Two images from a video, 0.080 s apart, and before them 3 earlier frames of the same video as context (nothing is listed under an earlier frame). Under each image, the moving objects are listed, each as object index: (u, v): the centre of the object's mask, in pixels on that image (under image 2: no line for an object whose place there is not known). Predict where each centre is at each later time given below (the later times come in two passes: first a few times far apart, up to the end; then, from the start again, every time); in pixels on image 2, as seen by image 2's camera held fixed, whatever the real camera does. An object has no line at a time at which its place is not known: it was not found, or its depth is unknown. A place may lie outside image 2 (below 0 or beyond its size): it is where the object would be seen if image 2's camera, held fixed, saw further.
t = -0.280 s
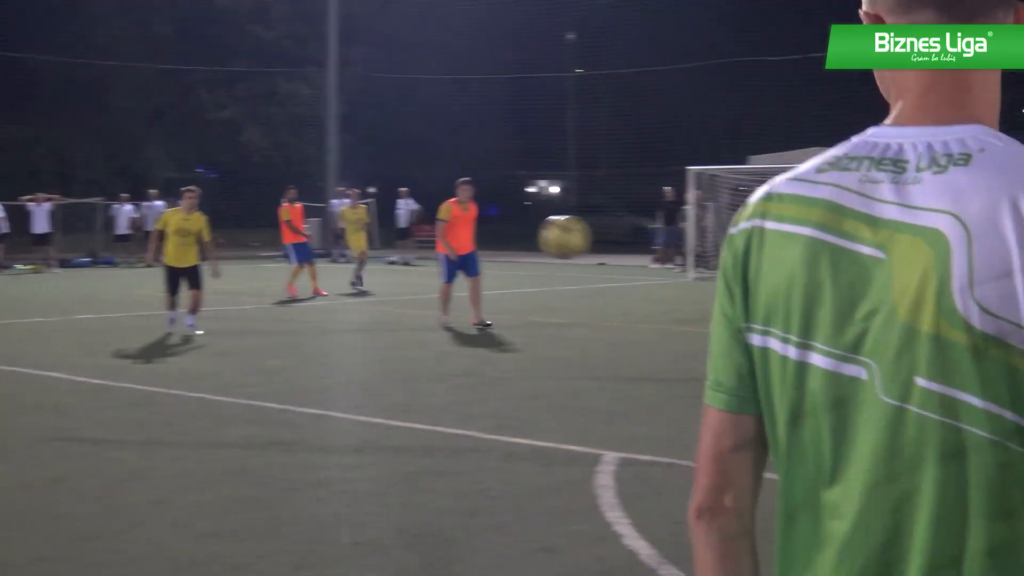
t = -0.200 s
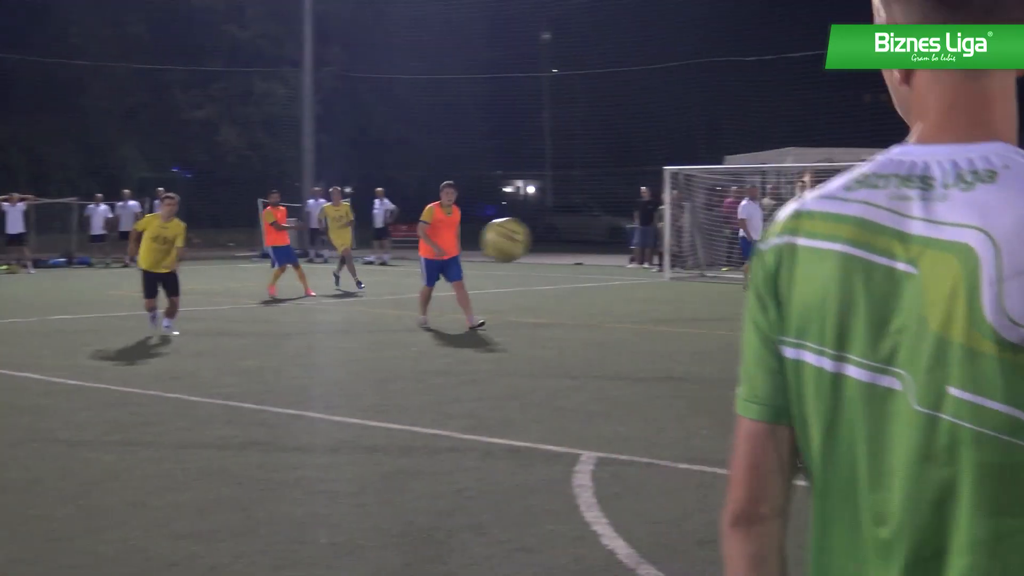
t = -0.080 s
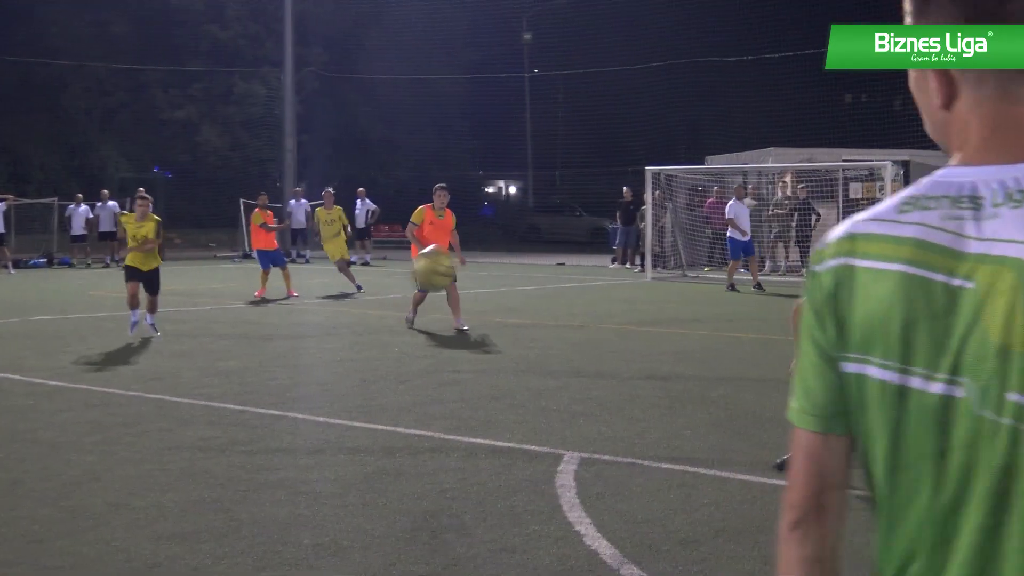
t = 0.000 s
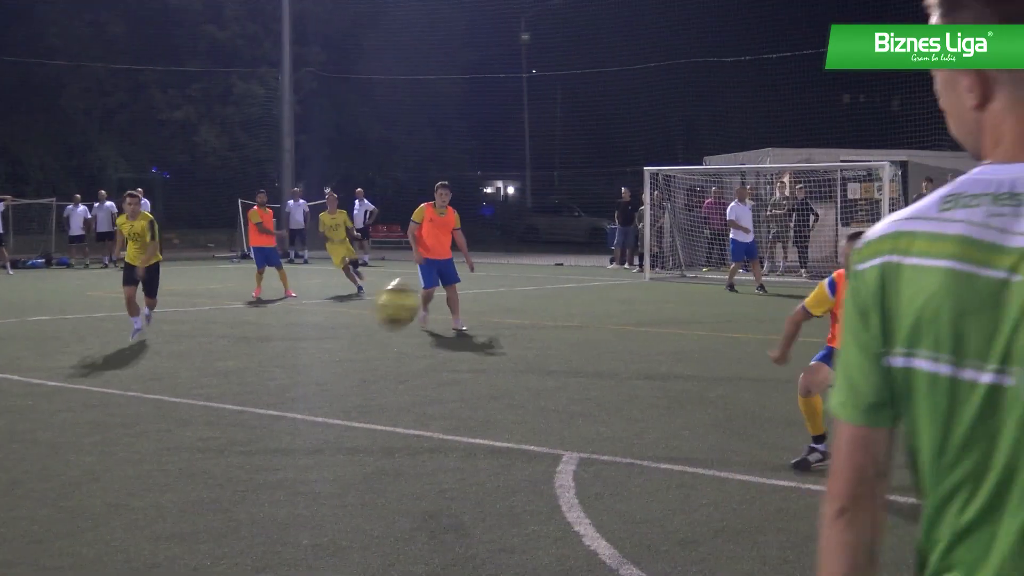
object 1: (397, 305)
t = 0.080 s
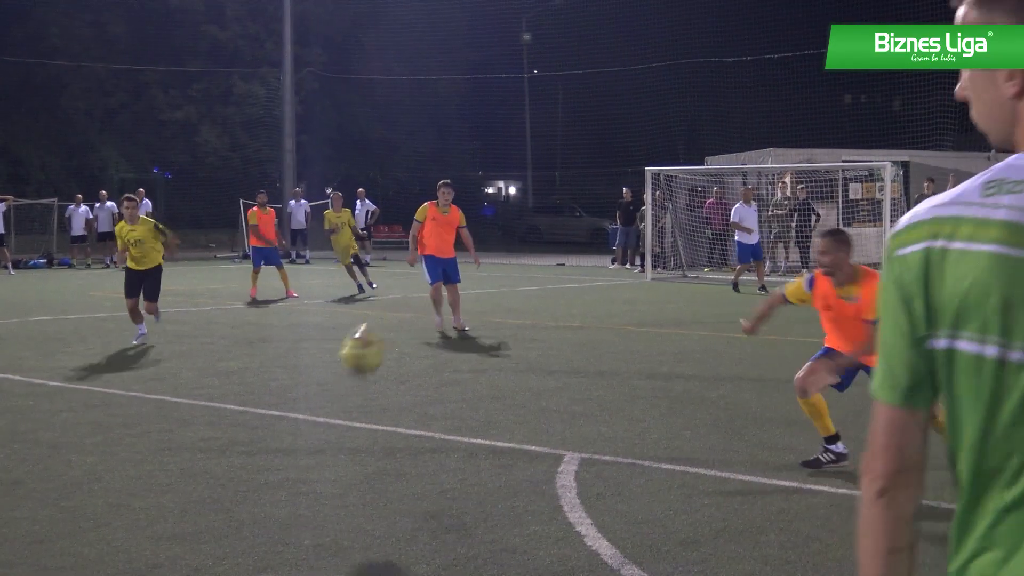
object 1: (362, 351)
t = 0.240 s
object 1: (291, 478)
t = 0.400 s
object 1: (264, 385)
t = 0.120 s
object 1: (346, 379)
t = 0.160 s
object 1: (326, 410)
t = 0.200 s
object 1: (307, 447)
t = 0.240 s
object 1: (291, 478)
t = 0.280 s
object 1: (283, 452)
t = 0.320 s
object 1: (278, 427)
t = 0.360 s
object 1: (270, 403)
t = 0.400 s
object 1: (264, 385)
